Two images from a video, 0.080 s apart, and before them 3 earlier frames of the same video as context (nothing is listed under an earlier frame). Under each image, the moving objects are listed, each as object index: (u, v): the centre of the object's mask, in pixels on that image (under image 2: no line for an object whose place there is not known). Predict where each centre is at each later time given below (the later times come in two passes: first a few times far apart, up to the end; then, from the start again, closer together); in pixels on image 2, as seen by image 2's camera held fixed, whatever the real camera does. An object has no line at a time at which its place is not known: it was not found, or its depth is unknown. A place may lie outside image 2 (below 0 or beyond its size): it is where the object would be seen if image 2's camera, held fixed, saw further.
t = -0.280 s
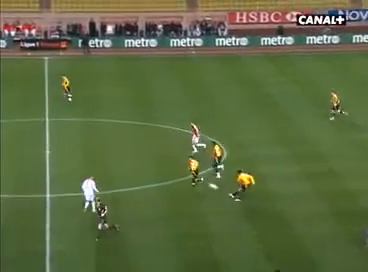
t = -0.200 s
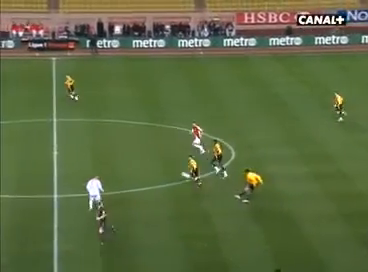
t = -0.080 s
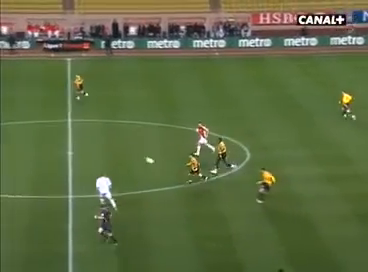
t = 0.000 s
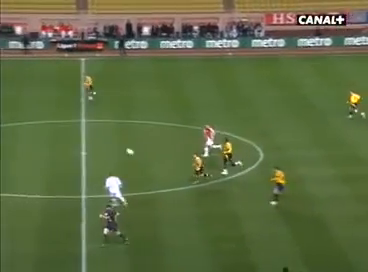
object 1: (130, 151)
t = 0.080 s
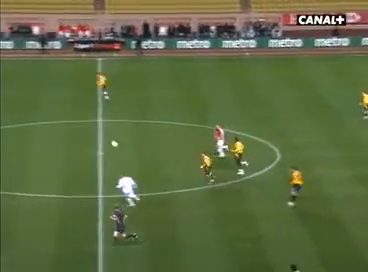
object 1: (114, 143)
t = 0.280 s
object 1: (35, 129)
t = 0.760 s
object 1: (-148, 126)
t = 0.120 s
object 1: (98, 140)
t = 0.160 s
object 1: (82, 136)
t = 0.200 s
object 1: (67, 133)
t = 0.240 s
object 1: (51, 131)
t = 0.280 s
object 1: (35, 129)
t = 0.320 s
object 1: (19, 126)
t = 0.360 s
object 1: (4, 125)
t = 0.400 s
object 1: (-11, 124)
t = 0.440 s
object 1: (-27, 123)
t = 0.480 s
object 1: (-42, 122)
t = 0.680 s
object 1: (-118, 123)
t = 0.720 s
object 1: (-133, 124)
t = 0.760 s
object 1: (-148, 126)
